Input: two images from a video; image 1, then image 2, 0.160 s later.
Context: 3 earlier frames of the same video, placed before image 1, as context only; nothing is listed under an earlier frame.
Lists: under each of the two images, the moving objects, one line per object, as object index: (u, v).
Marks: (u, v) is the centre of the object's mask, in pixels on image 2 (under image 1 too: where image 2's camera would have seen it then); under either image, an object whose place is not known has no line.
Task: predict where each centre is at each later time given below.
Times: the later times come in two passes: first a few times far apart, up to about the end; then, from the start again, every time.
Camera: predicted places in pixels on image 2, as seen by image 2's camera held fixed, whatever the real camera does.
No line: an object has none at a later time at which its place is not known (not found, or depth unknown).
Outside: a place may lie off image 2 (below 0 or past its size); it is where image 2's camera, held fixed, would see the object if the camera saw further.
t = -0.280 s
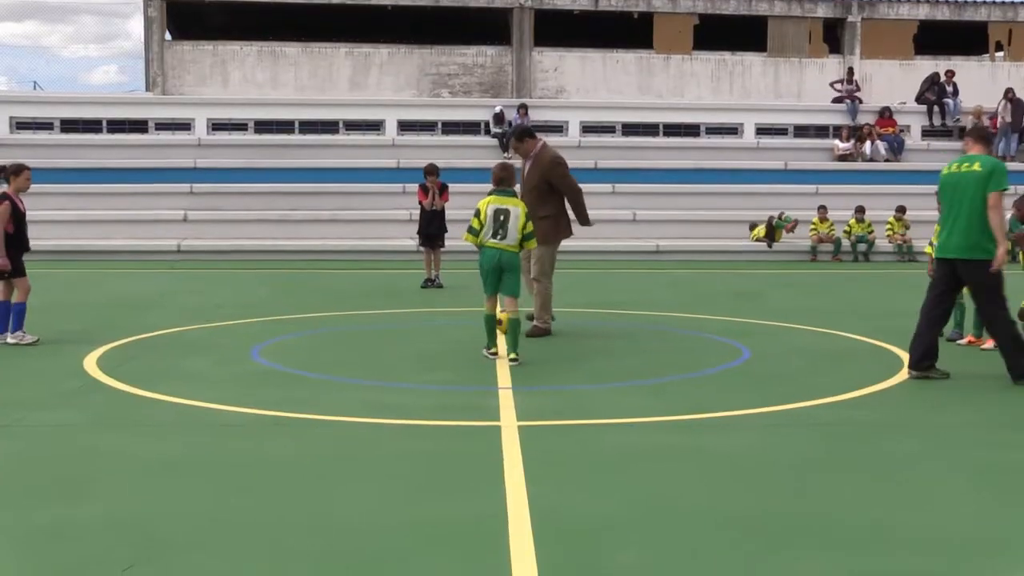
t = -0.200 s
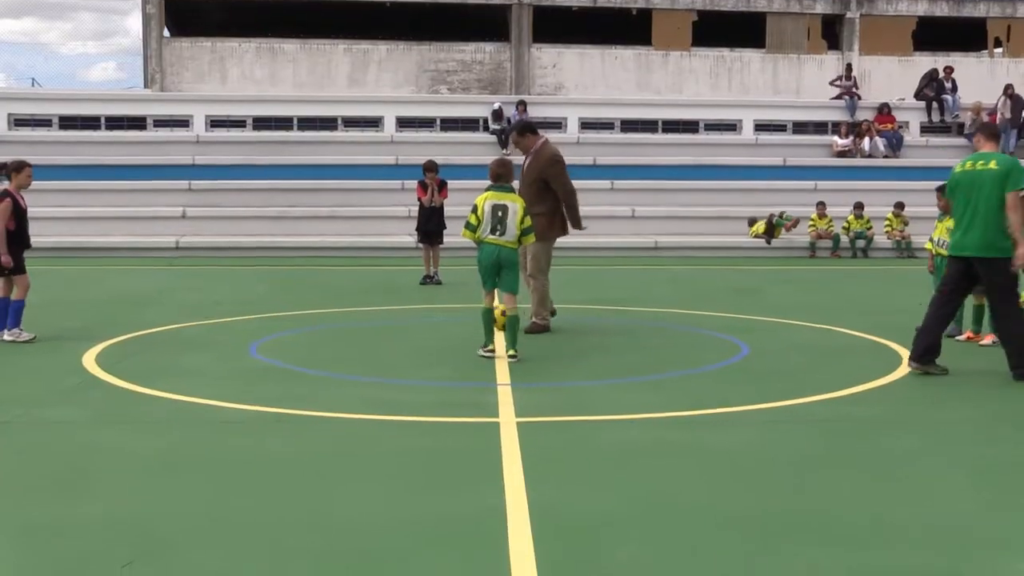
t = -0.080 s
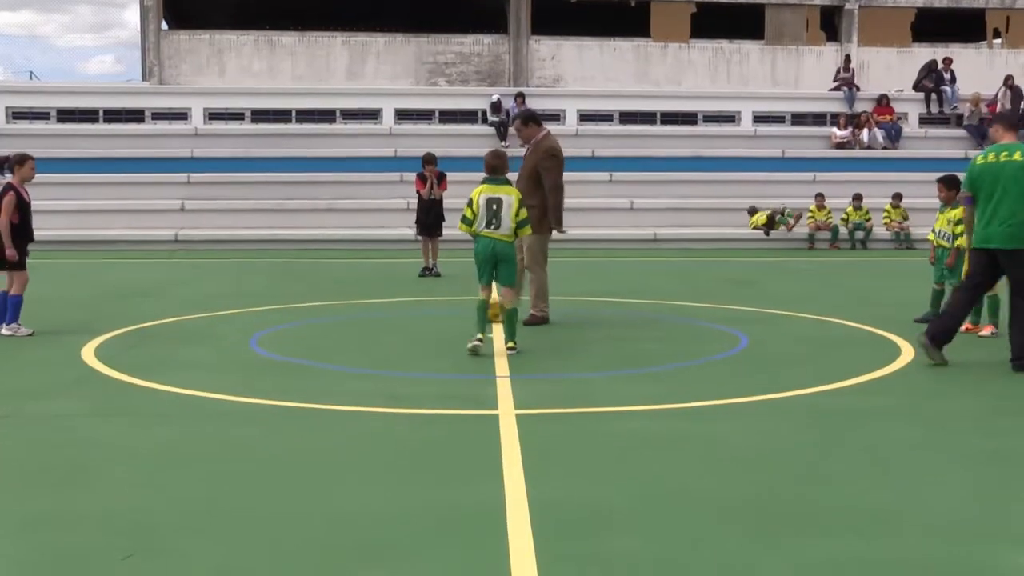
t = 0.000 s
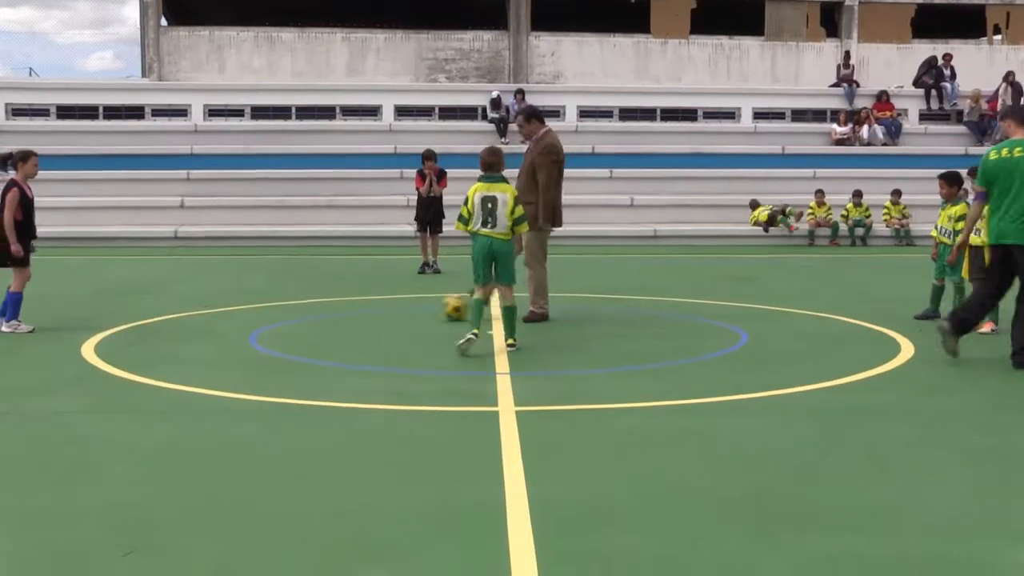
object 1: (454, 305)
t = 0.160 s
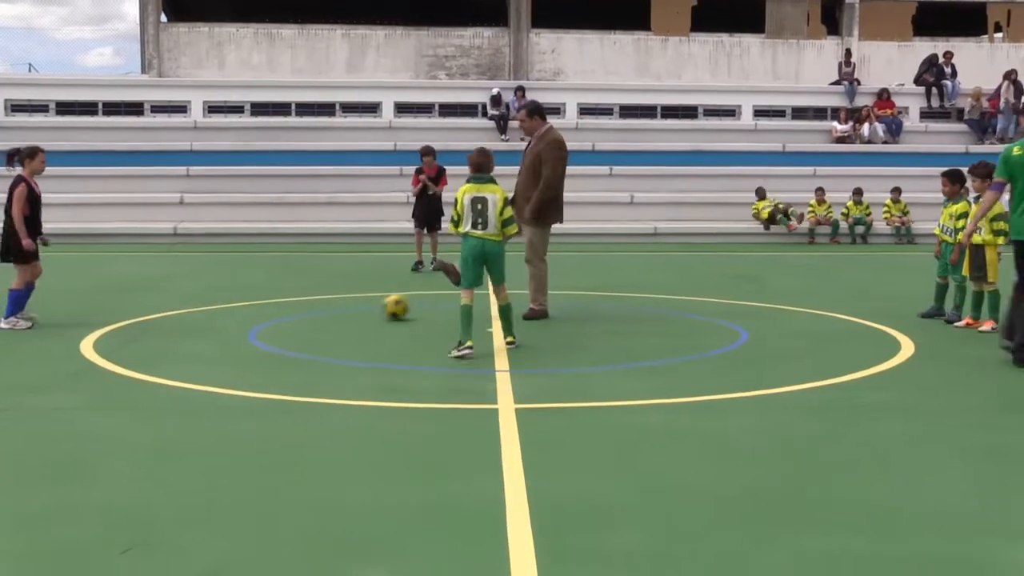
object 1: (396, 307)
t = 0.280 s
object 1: (353, 308)
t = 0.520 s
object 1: (266, 312)
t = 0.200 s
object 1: (381, 308)
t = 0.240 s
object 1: (368, 308)
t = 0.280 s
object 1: (353, 308)
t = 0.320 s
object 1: (339, 309)
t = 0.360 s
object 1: (324, 310)
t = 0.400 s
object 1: (310, 311)
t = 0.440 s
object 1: (295, 313)
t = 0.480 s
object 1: (280, 311)
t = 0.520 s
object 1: (266, 312)
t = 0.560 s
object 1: (252, 313)
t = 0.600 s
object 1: (237, 314)
